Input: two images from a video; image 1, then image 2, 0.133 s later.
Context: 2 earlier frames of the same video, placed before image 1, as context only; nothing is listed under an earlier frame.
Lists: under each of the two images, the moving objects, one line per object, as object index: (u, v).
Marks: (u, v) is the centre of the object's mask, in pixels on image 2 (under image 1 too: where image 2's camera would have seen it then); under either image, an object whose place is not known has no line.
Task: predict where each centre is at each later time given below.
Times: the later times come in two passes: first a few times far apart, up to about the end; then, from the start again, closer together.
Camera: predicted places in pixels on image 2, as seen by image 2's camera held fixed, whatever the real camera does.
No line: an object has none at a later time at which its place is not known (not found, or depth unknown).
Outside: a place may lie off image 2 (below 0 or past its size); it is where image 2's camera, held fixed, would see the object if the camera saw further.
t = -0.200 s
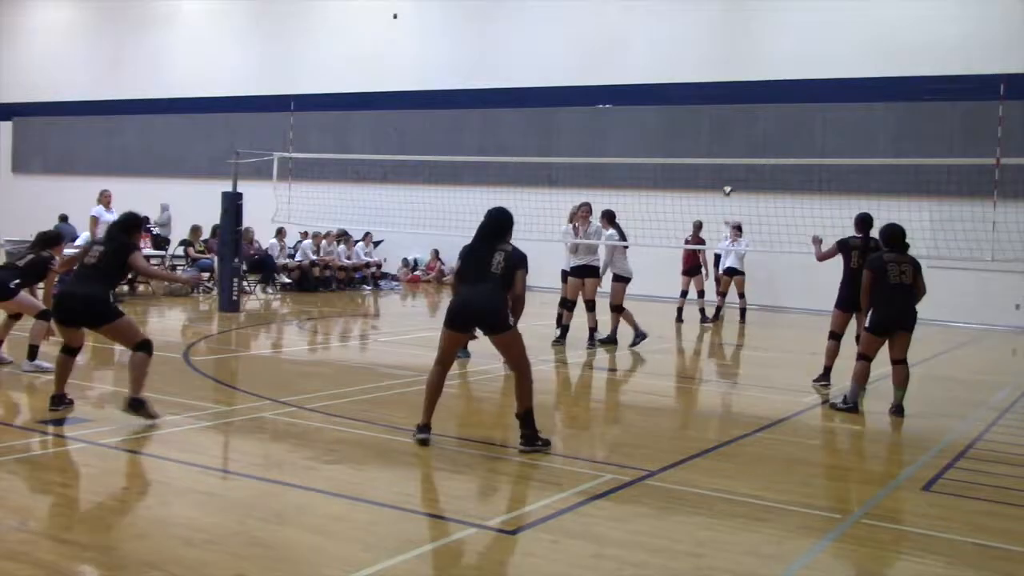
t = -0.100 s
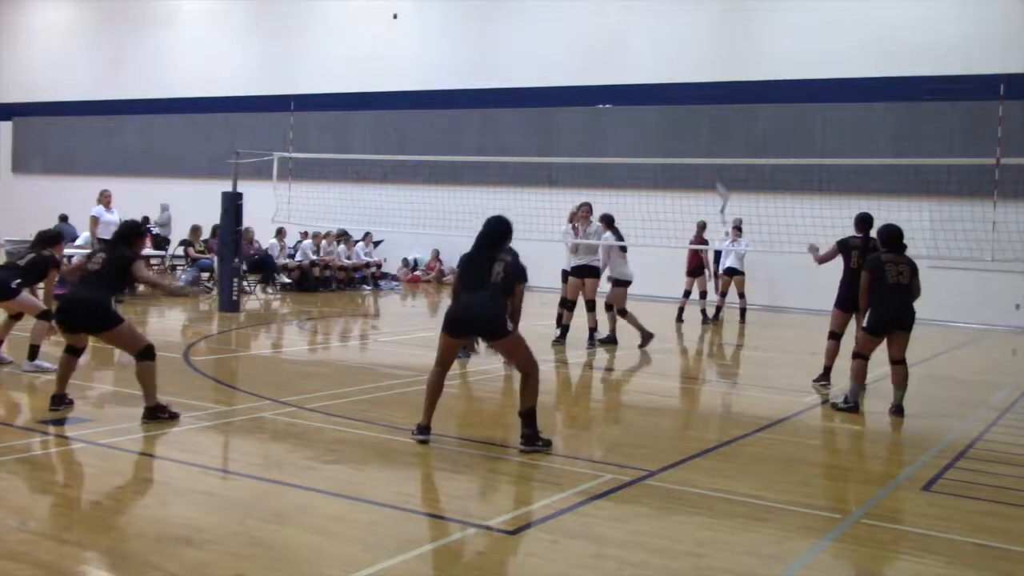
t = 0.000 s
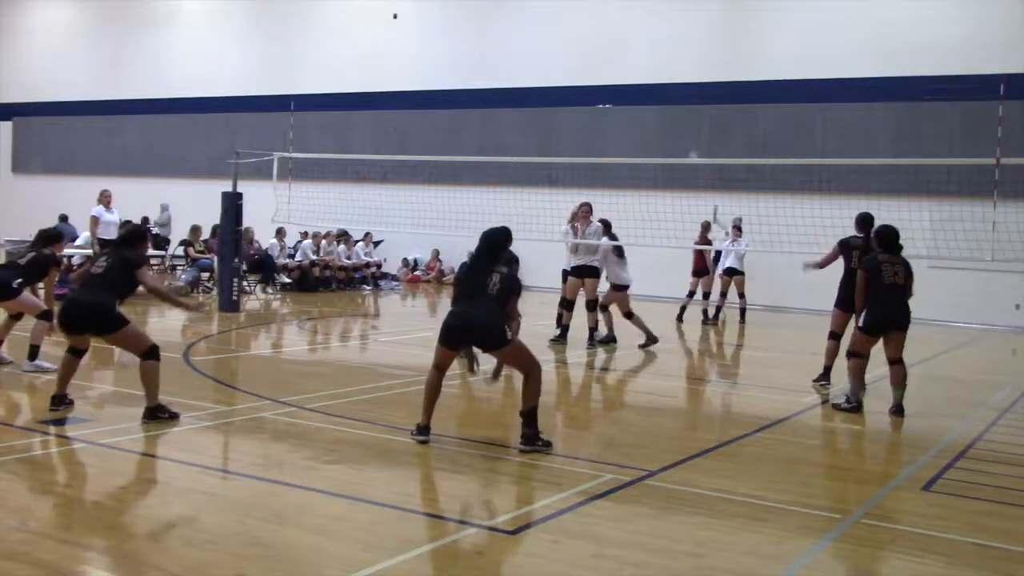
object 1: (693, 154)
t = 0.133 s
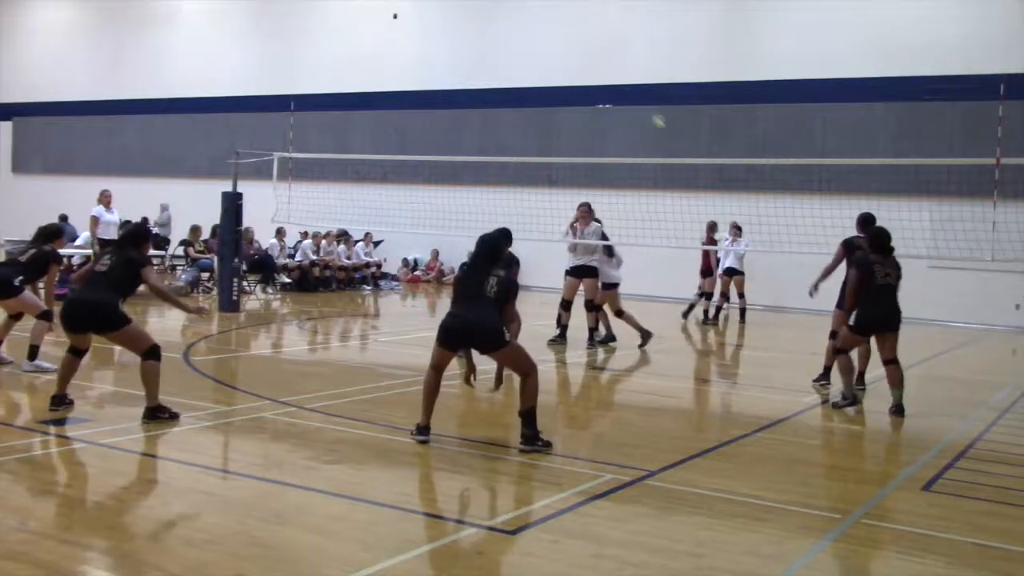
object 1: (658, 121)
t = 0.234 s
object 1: (630, 97)
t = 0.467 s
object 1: (552, 59)
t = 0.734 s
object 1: (434, 57)
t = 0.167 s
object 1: (650, 113)
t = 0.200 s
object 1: (641, 105)
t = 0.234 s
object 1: (630, 97)
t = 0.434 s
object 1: (564, 63)
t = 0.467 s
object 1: (552, 59)
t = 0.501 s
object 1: (539, 56)
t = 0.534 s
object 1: (526, 53)
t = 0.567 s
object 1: (510, 51)
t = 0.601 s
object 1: (496, 51)
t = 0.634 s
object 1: (481, 51)
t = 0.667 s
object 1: (466, 53)
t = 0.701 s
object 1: (450, 54)
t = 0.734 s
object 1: (434, 57)
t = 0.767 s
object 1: (418, 60)
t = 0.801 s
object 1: (400, 64)
